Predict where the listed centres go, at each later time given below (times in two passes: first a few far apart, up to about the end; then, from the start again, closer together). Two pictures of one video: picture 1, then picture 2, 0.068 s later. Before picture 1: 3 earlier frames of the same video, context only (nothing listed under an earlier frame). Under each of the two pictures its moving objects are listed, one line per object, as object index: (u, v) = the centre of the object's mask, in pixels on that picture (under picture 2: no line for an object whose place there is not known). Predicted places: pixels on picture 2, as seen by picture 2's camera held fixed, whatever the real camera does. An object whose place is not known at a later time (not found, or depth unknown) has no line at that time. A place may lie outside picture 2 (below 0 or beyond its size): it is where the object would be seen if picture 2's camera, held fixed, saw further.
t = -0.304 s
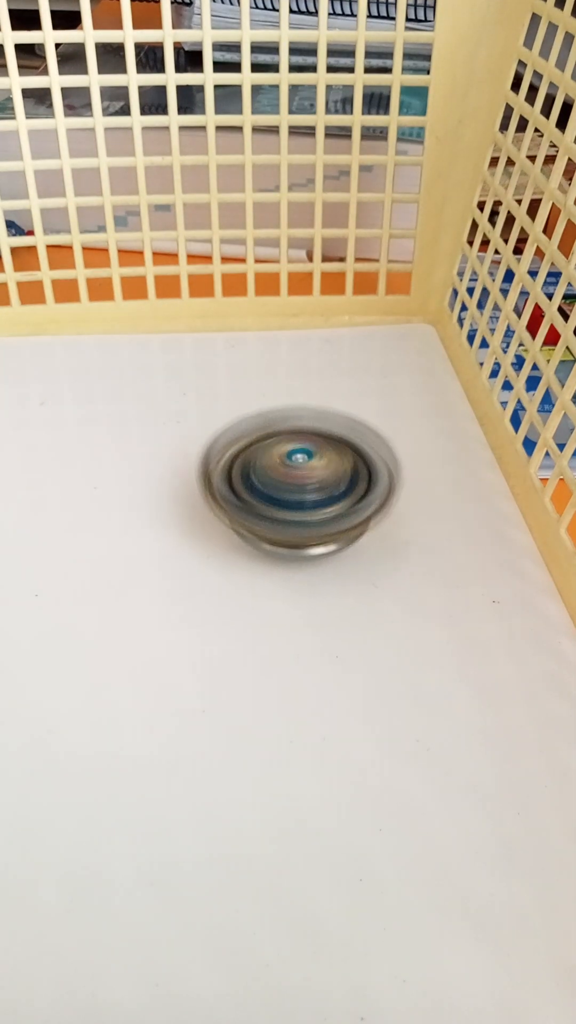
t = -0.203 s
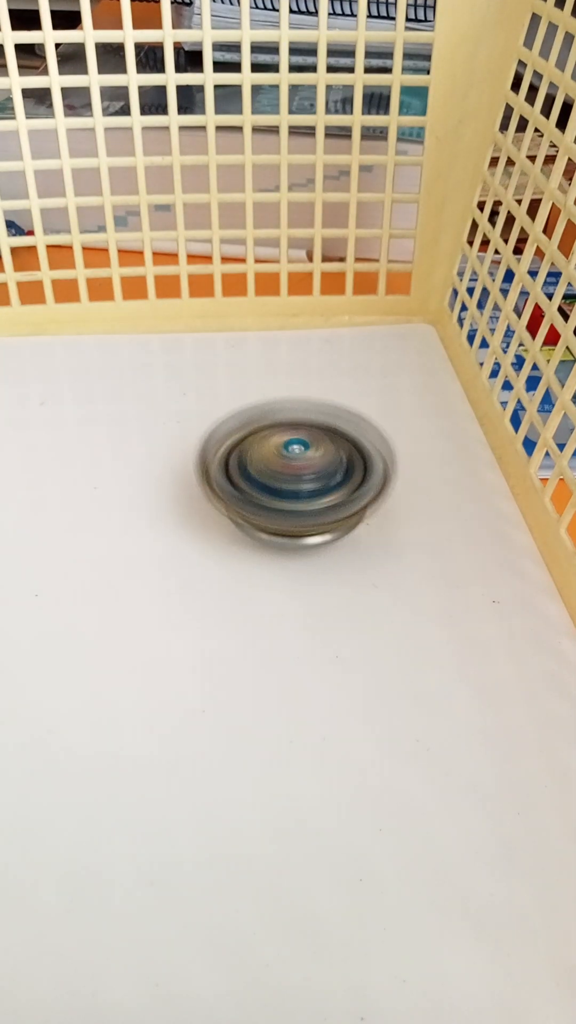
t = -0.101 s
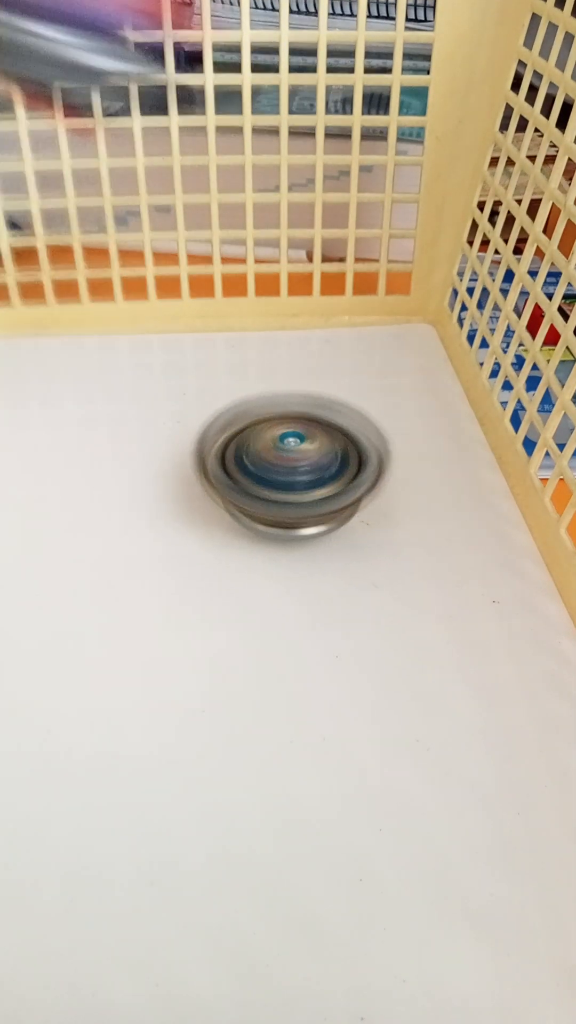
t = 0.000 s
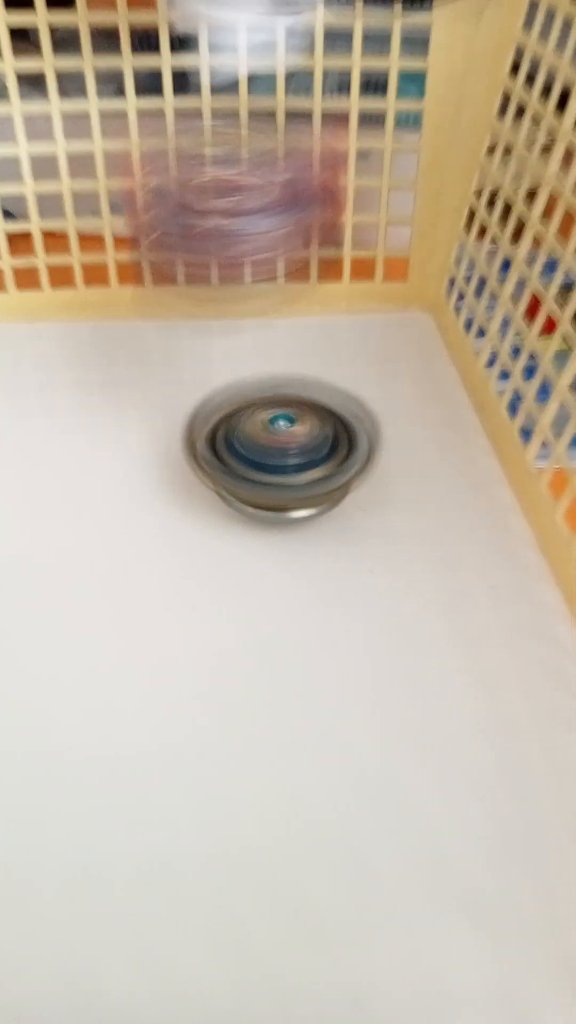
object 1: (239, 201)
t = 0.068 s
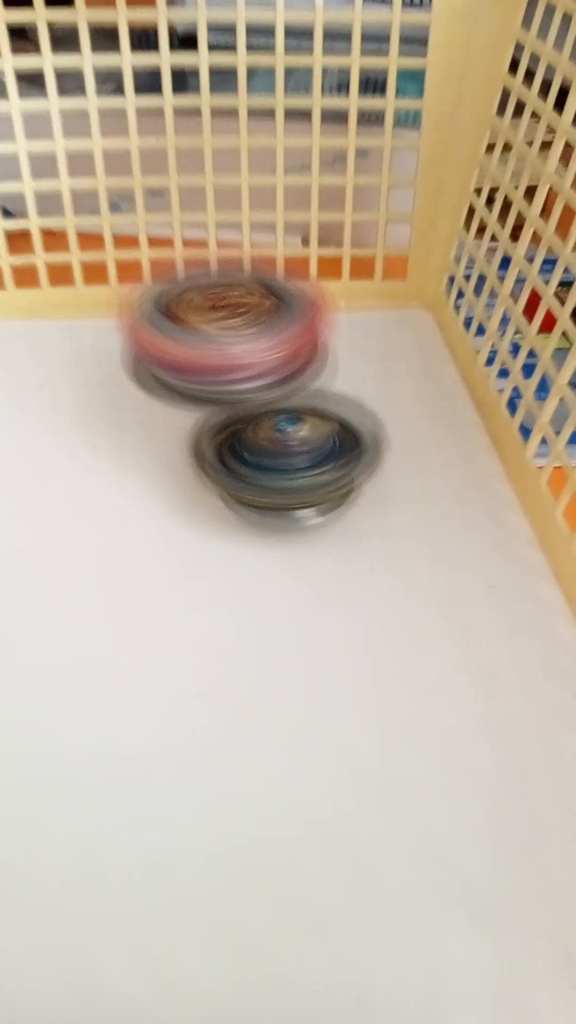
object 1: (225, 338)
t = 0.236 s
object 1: (126, 348)
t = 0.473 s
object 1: (49, 360)
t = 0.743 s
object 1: (36, 380)
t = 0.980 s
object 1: (41, 388)
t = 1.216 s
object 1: (43, 394)
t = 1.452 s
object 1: (92, 295)
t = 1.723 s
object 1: (69, 400)
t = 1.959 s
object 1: (113, 451)
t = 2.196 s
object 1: (161, 482)
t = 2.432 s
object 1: (191, 518)
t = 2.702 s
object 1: (215, 561)
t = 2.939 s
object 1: (231, 603)
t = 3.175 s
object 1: (273, 730)
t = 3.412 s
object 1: (274, 831)
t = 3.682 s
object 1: (193, 914)
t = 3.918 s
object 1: (130, 933)
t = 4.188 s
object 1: (105, 909)
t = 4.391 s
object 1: (96, 833)
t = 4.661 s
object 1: (111, 803)
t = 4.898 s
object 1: (138, 751)
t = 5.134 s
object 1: (195, 686)
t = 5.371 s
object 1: (260, 630)
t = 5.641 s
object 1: (336, 565)
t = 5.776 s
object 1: (372, 534)
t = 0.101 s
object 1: (202, 337)
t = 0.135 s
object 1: (186, 361)
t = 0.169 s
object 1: (167, 386)
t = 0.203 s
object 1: (143, 352)
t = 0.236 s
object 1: (126, 348)
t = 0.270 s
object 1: (113, 361)
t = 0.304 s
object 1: (86, 351)
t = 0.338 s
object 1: (75, 356)
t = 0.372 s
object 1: (67, 355)
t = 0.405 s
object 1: (60, 358)
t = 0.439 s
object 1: (54, 359)
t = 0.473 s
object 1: (49, 360)
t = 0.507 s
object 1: (44, 363)
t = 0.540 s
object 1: (39, 365)
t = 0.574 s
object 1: (35, 368)
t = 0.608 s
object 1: (32, 370)
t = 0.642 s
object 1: (32, 373)
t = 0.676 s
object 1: (34, 376)
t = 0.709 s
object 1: (35, 378)
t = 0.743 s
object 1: (36, 380)
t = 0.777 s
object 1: (36, 381)
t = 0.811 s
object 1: (37, 383)
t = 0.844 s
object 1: (37, 384)
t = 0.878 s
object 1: (38, 385)
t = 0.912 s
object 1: (39, 387)
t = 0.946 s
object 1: (40, 387)
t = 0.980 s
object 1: (41, 388)
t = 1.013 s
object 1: (41, 388)
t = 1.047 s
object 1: (42, 389)
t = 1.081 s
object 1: (42, 390)
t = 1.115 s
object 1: (42, 391)
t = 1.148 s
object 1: (42, 391)
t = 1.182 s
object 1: (42, 393)
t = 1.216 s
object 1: (43, 394)
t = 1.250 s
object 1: (43, 395)
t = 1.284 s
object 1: (43, 397)
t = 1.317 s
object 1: (44, 396)
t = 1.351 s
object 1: (51, 382)
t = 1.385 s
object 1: (64, 349)
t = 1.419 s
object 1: (78, 315)
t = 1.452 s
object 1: (92, 295)
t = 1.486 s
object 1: (79, 308)
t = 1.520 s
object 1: (75, 330)
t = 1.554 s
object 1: (67, 348)
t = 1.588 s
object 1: (64, 358)
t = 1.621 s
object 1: (64, 372)
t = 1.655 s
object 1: (65, 383)
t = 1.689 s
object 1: (67, 392)
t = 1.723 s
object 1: (69, 400)
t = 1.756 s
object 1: (72, 408)
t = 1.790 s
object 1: (77, 415)
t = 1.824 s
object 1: (82, 425)
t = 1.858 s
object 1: (89, 434)
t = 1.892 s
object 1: (96, 440)
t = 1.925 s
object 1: (105, 446)
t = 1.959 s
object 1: (113, 451)
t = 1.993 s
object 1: (121, 457)
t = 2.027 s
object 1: (129, 461)
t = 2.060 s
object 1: (136, 465)
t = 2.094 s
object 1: (144, 469)
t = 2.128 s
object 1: (150, 473)
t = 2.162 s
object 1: (155, 478)
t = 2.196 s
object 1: (161, 482)
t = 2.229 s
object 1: (166, 487)
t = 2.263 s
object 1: (171, 492)
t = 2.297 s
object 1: (175, 497)
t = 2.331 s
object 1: (179, 503)
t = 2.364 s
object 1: (183, 507)
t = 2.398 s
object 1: (187, 513)
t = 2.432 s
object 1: (191, 518)
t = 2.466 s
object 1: (194, 524)
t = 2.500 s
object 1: (198, 530)
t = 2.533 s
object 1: (201, 535)
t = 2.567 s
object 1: (204, 540)
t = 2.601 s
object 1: (207, 547)
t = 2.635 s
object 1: (210, 551)
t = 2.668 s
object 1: (212, 556)
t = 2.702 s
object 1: (215, 561)
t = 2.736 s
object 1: (217, 567)
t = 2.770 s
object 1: (219, 572)
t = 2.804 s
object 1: (221, 579)
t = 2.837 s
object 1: (224, 585)
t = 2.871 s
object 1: (227, 594)
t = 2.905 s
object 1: (229, 598)
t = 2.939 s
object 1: (231, 603)
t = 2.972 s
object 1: (234, 609)
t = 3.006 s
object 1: (238, 626)
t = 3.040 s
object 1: (243, 649)
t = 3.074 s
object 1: (251, 672)
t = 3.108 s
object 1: (260, 693)
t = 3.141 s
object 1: (267, 711)
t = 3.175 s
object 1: (273, 730)
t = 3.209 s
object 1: (278, 747)
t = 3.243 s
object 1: (281, 762)
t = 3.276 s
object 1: (284, 776)
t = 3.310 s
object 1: (284, 792)
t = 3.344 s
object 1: (282, 806)
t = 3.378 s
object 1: (279, 819)
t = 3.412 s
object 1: (274, 831)
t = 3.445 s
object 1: (269, 844)
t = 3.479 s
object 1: (260, 856)
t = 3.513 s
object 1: (250, 868)
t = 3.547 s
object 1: (240, 880)
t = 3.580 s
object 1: (230, 892)
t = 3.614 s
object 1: (219, 900)
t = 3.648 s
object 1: (206, 908)
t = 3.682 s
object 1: (193, 914)
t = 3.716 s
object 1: (179, 921)
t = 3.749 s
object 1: (166, 927)
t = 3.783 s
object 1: (157, 931)
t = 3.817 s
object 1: (149, 934)
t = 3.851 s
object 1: (142, 937)
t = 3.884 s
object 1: (135, 936)
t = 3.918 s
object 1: (130, 933)
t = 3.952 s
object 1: (124, 930)
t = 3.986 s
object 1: (119, 928)
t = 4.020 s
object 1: (114, 927)
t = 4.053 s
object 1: (110, 925)
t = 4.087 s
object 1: (105, 924)
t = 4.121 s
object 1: (105, 922)
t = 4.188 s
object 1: (105, 909)
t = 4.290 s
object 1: (106, 861)
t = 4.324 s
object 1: (101, 841)
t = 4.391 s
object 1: (96, 833)
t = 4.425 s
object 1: (96, 826)
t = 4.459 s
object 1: (97, 824)
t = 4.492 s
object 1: (99, 822)
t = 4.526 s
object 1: (102, 818)
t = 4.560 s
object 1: (103, 815)
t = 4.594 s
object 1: (105, 811)
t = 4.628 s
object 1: (108, 807)
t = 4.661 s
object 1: (111, 803)
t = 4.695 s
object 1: (112, 799)
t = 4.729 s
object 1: (113, 794)
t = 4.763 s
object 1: (117, 788)
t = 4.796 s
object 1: (120, 781)
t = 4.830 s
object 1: (124, 774)
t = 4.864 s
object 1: (130, 766)
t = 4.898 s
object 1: (138, 751)
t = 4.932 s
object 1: (145, 742)
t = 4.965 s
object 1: (152, 732)
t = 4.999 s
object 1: (160, 722)
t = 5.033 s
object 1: (170, 714)
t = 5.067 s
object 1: (178, 704)
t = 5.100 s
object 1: (187, 695)
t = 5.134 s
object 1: (195, 686)
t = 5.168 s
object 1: (204, 677)
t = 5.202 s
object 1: (213, 670)
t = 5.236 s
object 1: (223, 660)
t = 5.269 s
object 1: (232, 655)
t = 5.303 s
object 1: (242, 647)
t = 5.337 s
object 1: (251, 637)
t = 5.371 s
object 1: (260, 630)
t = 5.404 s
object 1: (270, 621)
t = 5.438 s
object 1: (279, 614)
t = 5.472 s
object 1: (289, 606)
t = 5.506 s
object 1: (299, 597)
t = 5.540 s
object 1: (308, 589)
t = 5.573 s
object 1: (317, 580)
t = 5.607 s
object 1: (327, 572)
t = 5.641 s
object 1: (336, 565)
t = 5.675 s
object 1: (344, 556)
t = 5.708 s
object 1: (353, 549)
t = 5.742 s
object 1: (363, 540)
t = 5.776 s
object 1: (372, 534)
